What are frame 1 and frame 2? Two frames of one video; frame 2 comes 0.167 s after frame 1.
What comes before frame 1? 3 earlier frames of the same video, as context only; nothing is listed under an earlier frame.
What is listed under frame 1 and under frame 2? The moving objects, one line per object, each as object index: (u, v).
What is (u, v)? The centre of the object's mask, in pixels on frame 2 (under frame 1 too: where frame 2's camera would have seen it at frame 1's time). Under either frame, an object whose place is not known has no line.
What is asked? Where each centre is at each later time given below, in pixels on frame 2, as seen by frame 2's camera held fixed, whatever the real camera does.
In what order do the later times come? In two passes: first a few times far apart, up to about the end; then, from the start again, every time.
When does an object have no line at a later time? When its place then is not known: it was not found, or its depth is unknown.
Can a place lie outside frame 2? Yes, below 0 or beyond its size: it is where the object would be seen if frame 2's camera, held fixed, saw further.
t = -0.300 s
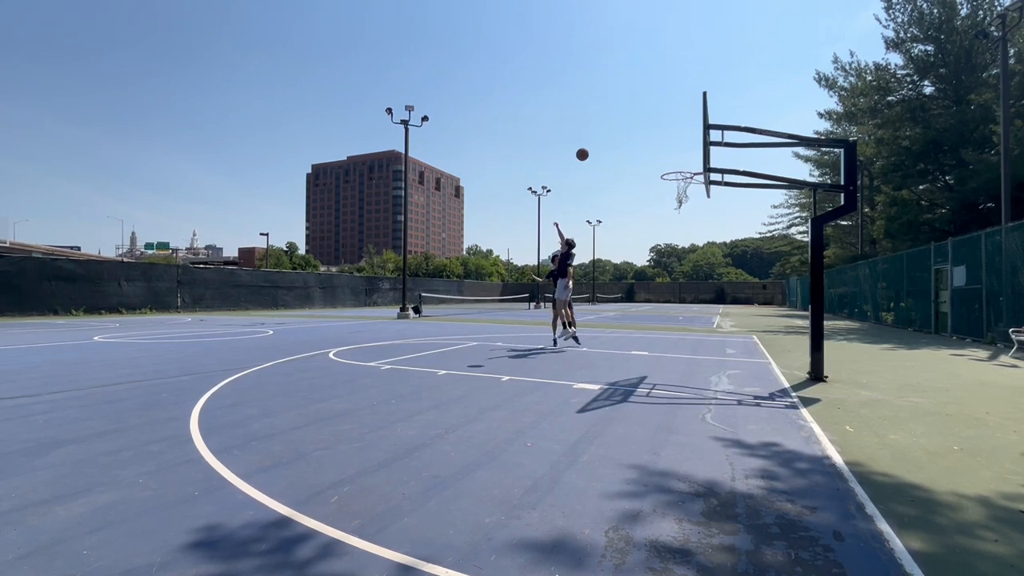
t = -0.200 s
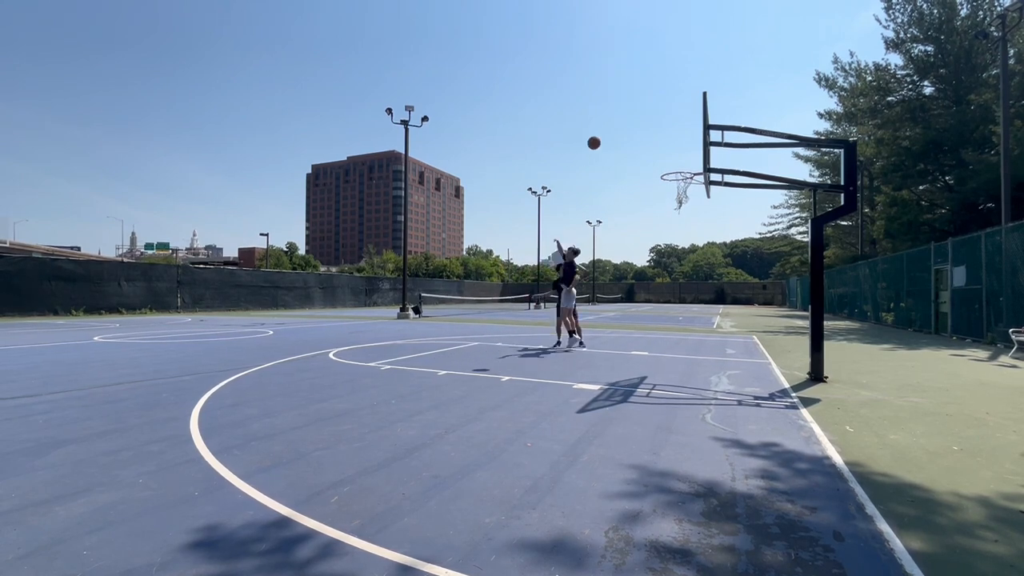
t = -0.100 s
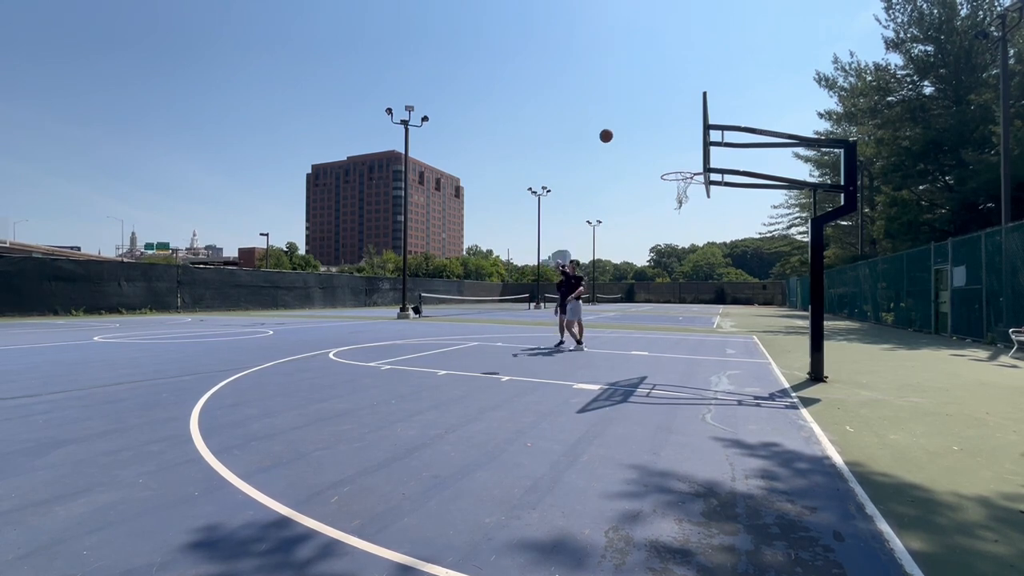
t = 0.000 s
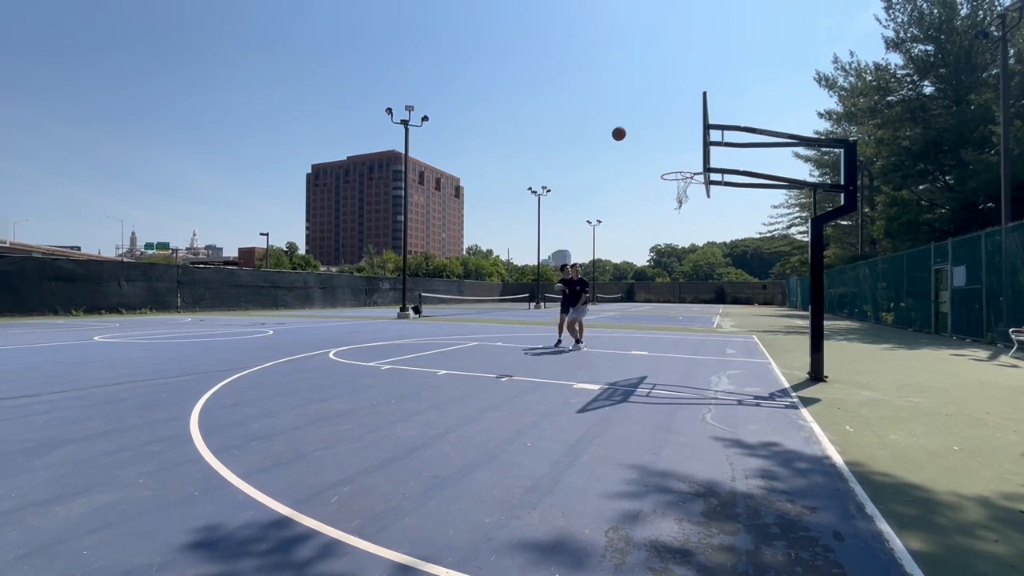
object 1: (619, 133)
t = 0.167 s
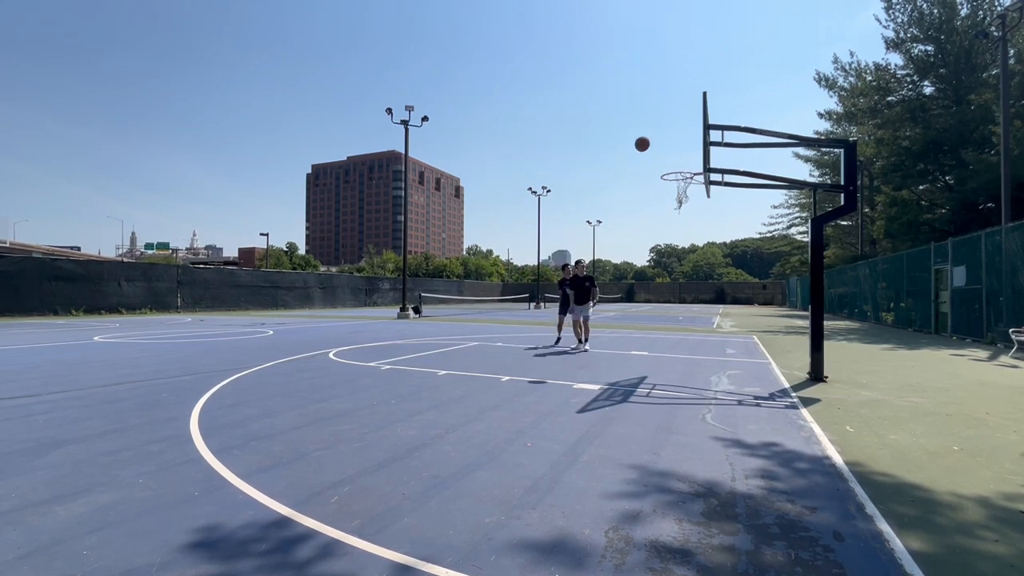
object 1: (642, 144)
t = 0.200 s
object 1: (647, 148)
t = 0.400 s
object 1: (679, 177)
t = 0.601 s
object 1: (688, 195)
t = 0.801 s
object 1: (680, 201)
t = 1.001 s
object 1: (672, 231)
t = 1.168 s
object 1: (667, 273)
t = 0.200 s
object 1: (647, 148)
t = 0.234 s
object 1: (652, 153)
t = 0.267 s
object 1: (657, 158)
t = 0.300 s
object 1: (662, 165)
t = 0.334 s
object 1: (667, 171)
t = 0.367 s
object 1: (673, 174)
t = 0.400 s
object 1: (679, 177)
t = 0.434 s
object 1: (682, 181)
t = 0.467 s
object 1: (685, 185)
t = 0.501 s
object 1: (686, 189)
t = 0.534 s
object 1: (687, 192)
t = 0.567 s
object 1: (688, 194)
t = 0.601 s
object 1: (688, 195)
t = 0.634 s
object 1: (687, 194)
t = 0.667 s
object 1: (686, 195)
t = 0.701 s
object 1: (684, 195)
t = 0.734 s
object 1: (683, 197)
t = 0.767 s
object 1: (681, 199)
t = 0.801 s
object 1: (680, 201)
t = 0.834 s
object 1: (679, 204)
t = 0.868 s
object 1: (677, 208)
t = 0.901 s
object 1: (676, 213)
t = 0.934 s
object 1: (675, 218)
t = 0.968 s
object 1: (673, 224)
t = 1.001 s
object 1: (672, 231)
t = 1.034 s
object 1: (671, 238)
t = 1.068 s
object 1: (670, 246)
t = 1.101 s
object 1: (669, 254)
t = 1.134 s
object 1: (668, 263)
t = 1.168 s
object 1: (667, 273)
